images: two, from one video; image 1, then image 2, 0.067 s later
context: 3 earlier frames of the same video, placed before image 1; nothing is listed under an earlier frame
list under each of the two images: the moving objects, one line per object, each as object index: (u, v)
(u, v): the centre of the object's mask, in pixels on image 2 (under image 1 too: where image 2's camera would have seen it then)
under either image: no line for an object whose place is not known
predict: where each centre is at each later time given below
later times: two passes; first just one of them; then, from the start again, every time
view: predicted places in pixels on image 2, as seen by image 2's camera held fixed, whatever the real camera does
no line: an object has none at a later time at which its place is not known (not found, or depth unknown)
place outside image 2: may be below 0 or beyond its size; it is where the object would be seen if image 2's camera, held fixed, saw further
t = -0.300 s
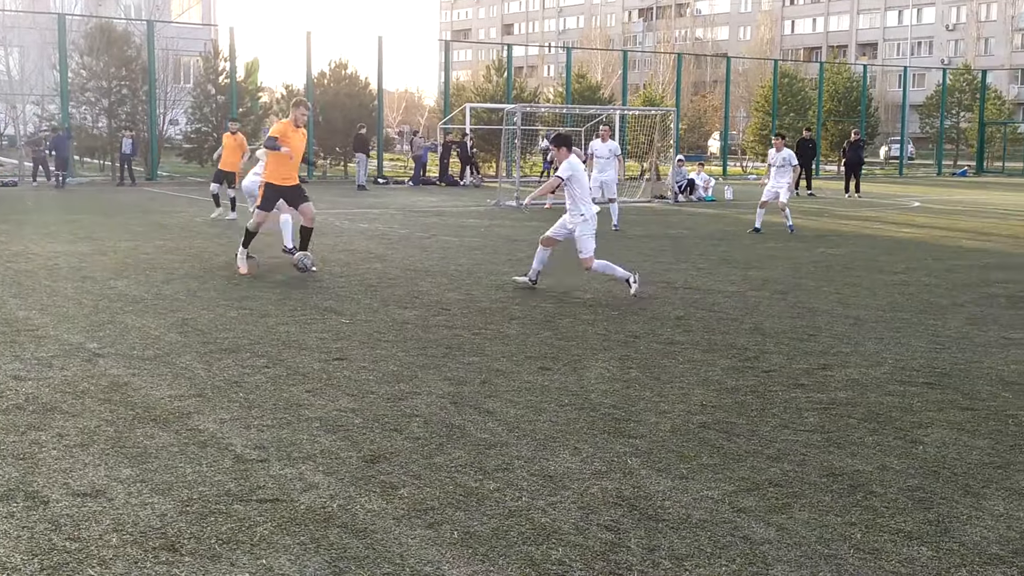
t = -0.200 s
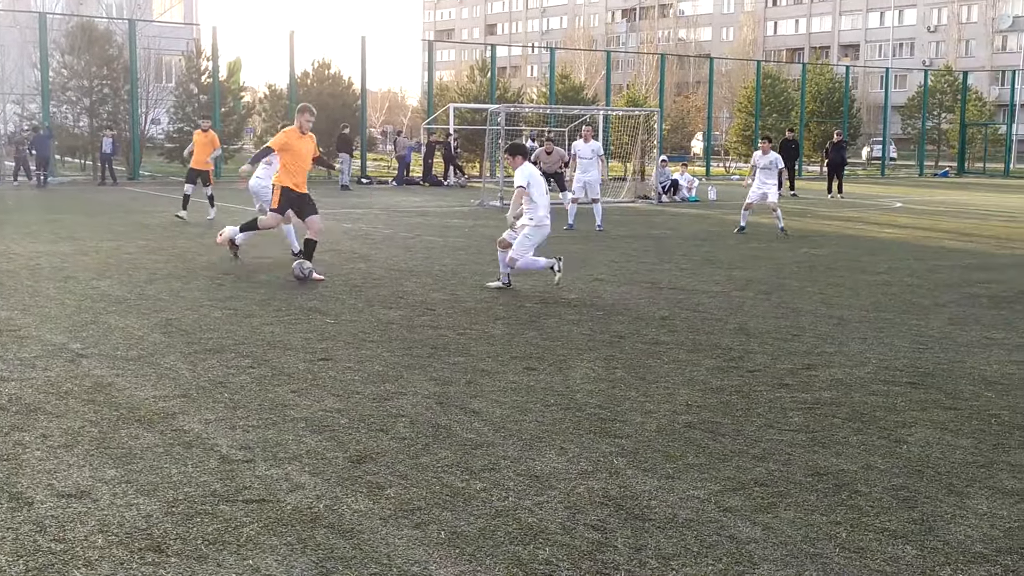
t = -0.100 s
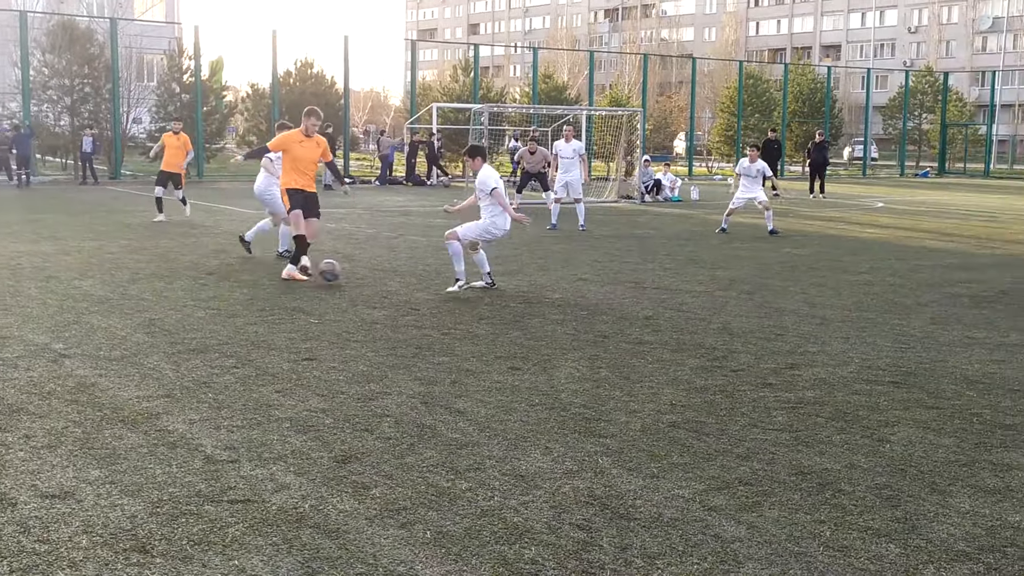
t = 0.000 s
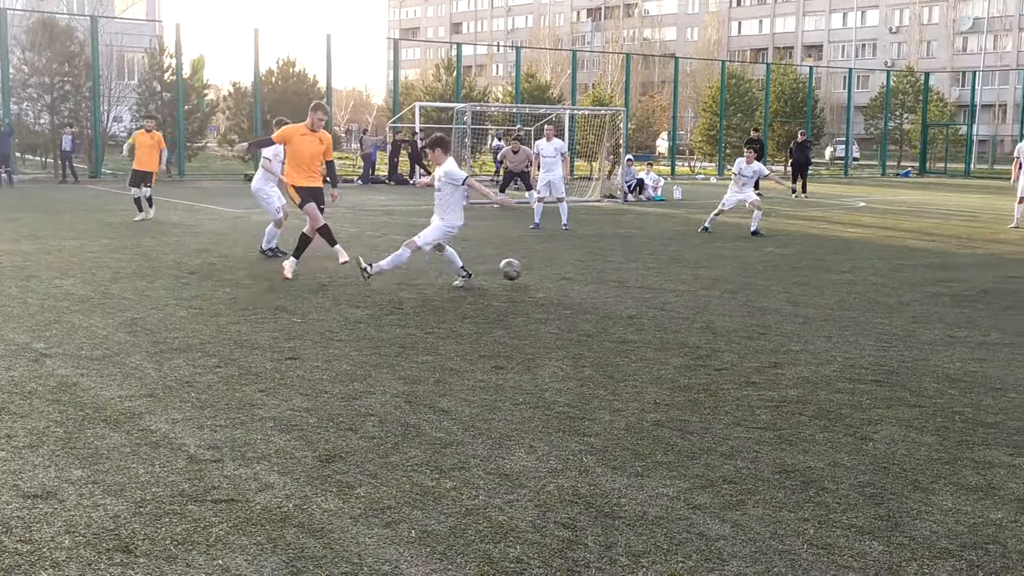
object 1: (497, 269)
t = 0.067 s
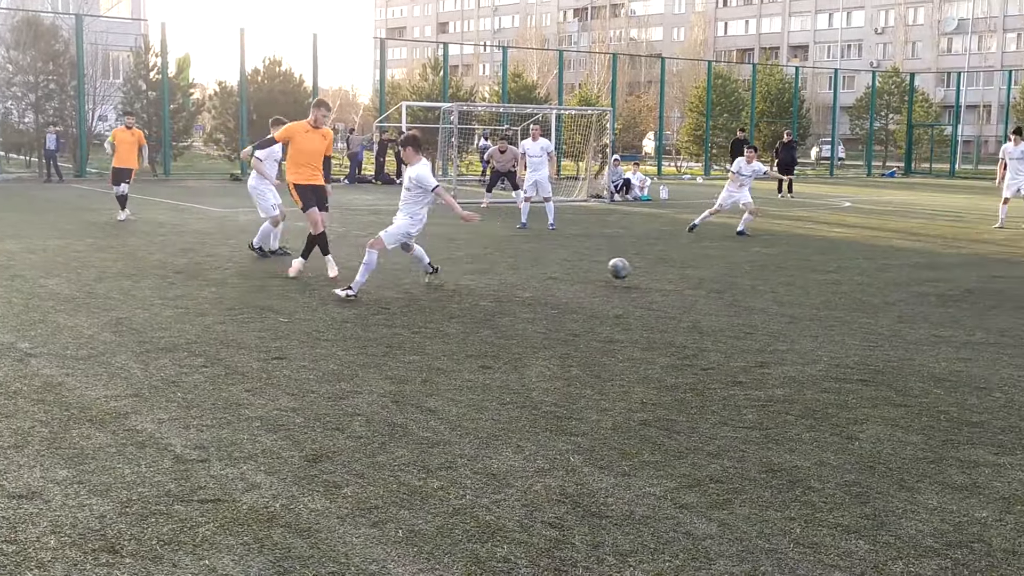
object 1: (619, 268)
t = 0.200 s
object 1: (839, 269)
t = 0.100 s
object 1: (678, 270)
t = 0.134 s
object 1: (736, 275)
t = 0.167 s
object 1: (789, 273)
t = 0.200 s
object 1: (839, 269)
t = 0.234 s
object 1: (889, 267)
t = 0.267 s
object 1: (938, 266)
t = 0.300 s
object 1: (988, 265)
